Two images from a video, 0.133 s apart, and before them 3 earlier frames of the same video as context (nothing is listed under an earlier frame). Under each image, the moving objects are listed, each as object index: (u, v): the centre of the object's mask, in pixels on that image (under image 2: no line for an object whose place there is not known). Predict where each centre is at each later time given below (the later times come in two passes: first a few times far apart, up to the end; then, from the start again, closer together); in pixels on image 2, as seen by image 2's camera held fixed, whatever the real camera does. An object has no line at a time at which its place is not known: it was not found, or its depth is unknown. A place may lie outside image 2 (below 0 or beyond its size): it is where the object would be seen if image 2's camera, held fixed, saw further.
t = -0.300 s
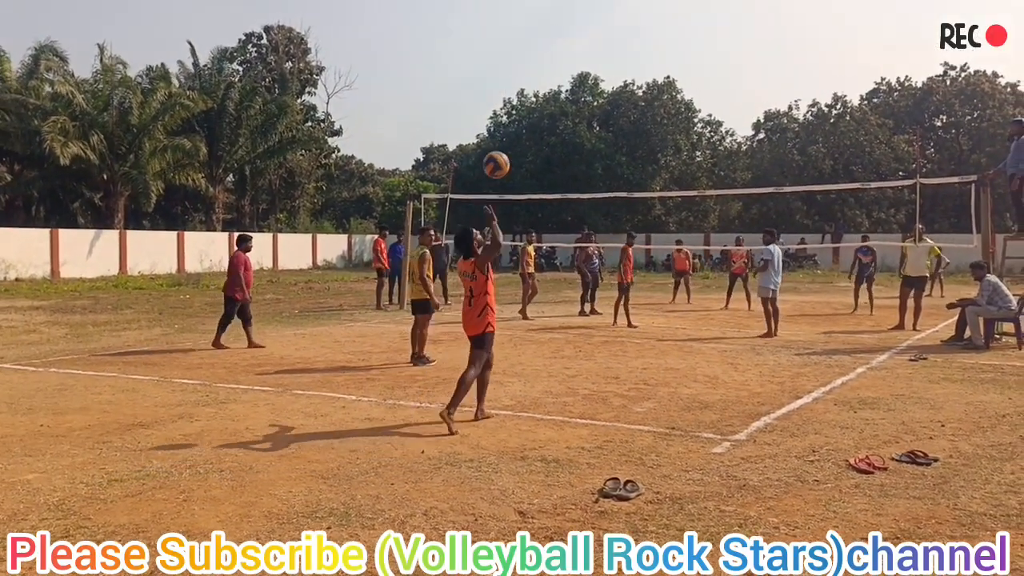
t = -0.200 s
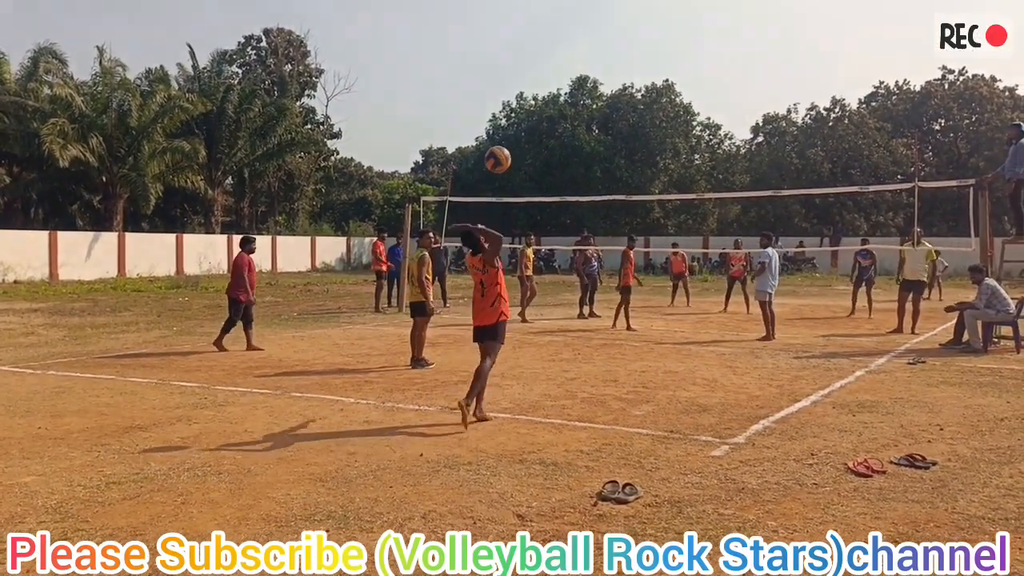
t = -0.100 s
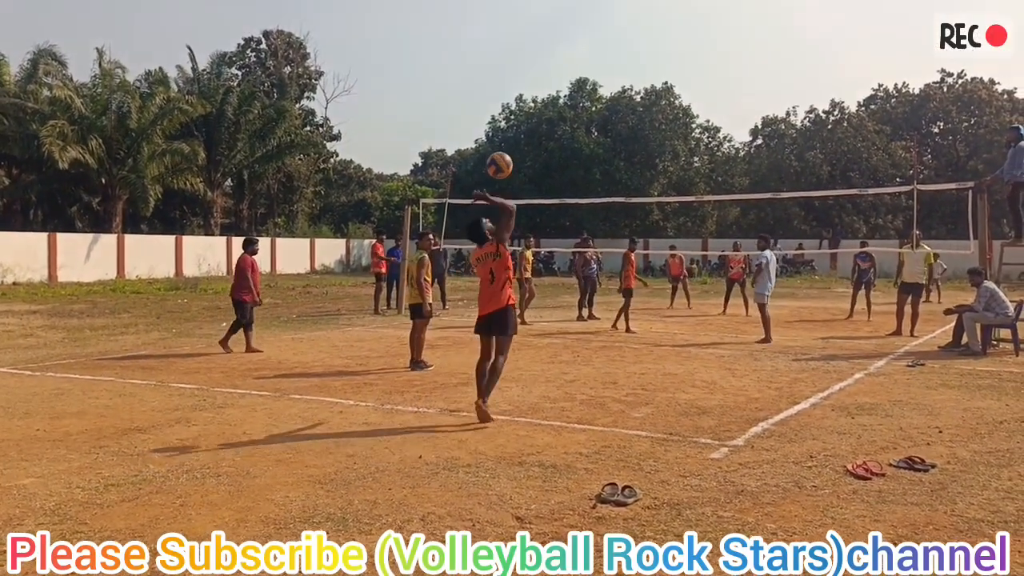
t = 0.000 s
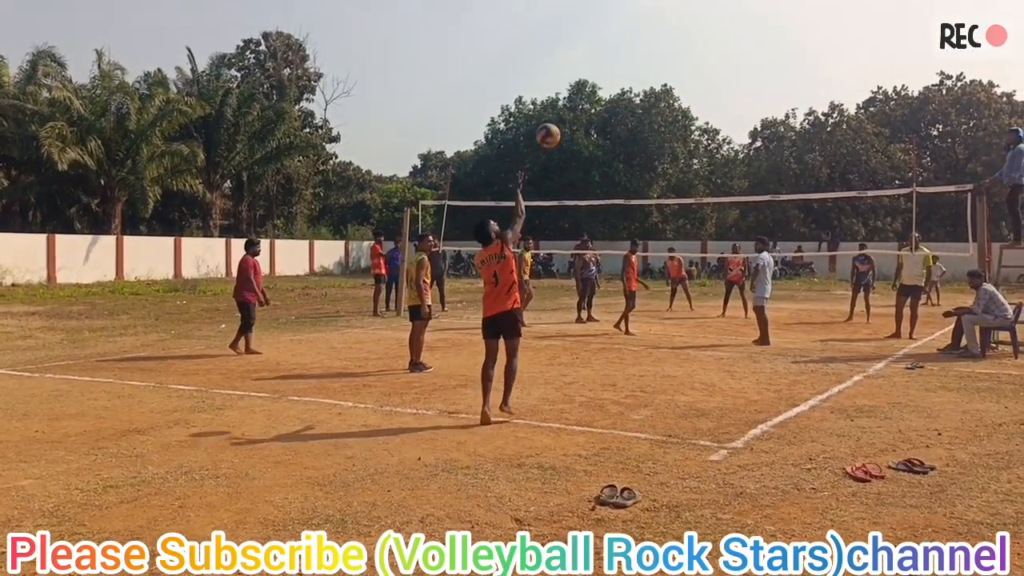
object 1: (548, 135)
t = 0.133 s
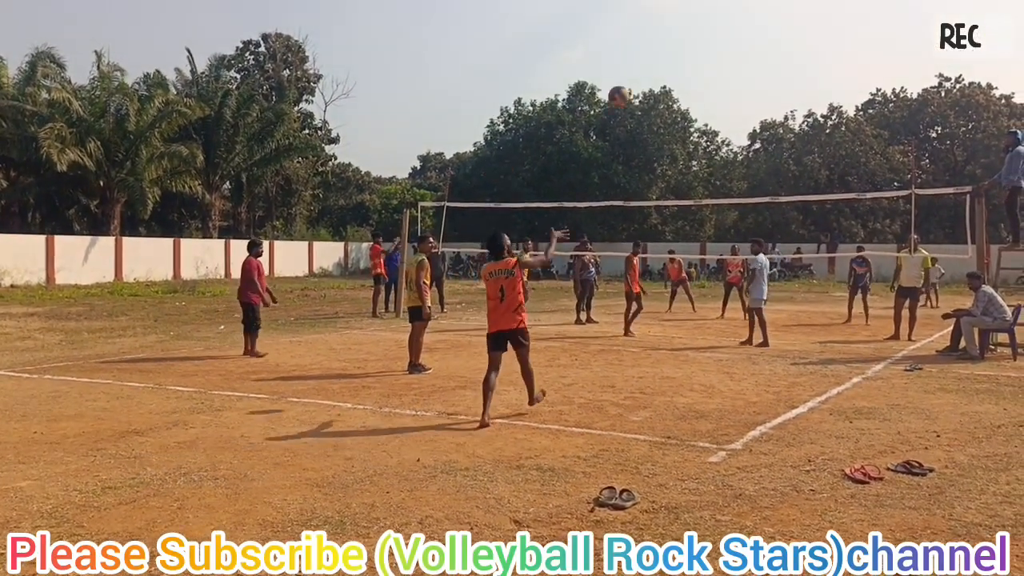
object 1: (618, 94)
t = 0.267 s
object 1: (671, 78)
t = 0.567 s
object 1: (751, 88)
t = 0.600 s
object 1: (758, 92)
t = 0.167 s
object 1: (632, 88)
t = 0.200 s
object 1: (646, 85)
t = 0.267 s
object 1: (671, 78)
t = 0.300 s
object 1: (682, 76)
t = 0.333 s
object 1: (693, 75)
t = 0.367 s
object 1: (702, 75)
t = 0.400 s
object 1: (712, 75)
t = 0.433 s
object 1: (721, 76)
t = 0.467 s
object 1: (729, 78)
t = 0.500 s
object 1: (737, 80)
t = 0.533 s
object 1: (744, 84)
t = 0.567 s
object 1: (751, 88)
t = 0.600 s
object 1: (758, 92)
